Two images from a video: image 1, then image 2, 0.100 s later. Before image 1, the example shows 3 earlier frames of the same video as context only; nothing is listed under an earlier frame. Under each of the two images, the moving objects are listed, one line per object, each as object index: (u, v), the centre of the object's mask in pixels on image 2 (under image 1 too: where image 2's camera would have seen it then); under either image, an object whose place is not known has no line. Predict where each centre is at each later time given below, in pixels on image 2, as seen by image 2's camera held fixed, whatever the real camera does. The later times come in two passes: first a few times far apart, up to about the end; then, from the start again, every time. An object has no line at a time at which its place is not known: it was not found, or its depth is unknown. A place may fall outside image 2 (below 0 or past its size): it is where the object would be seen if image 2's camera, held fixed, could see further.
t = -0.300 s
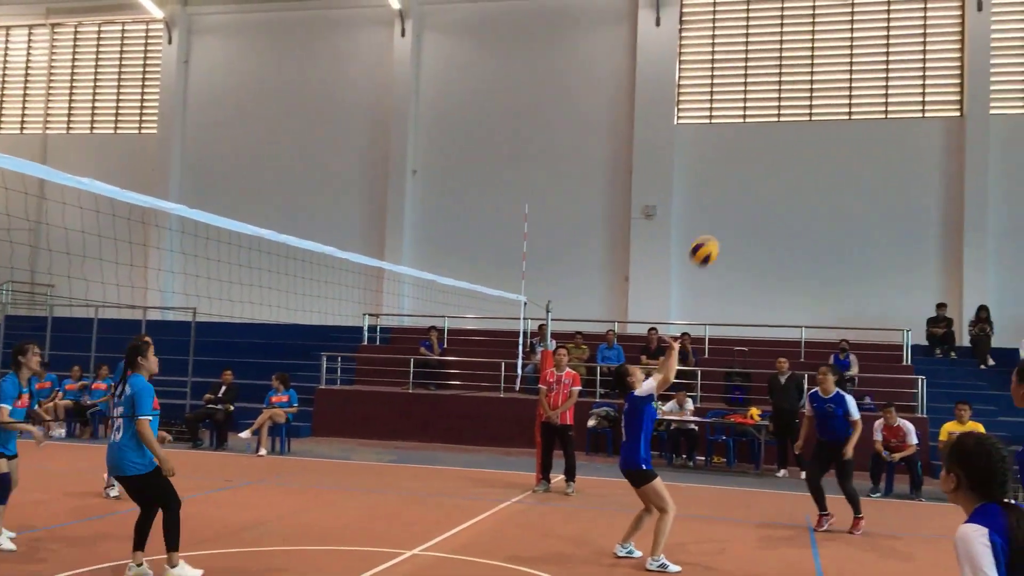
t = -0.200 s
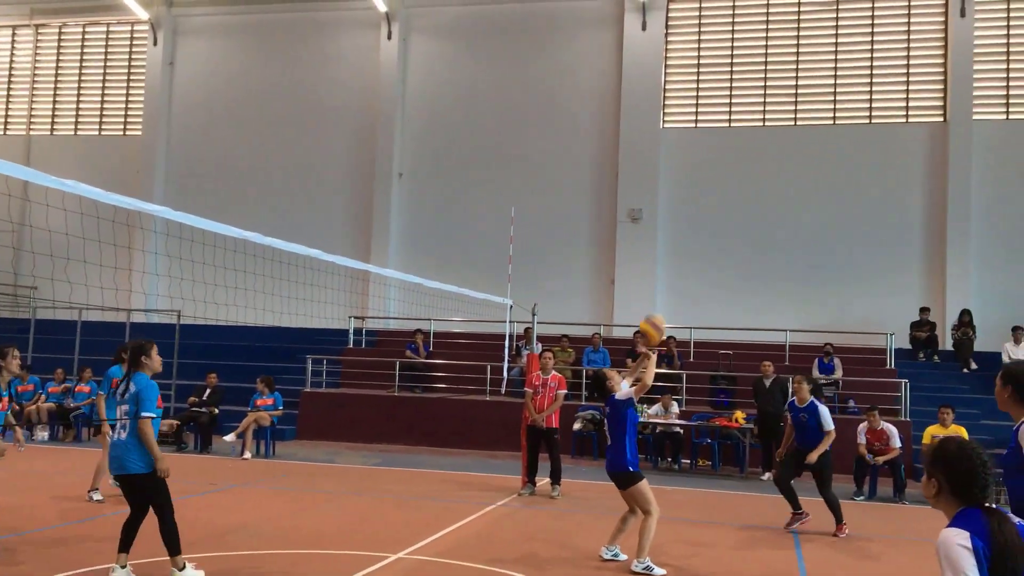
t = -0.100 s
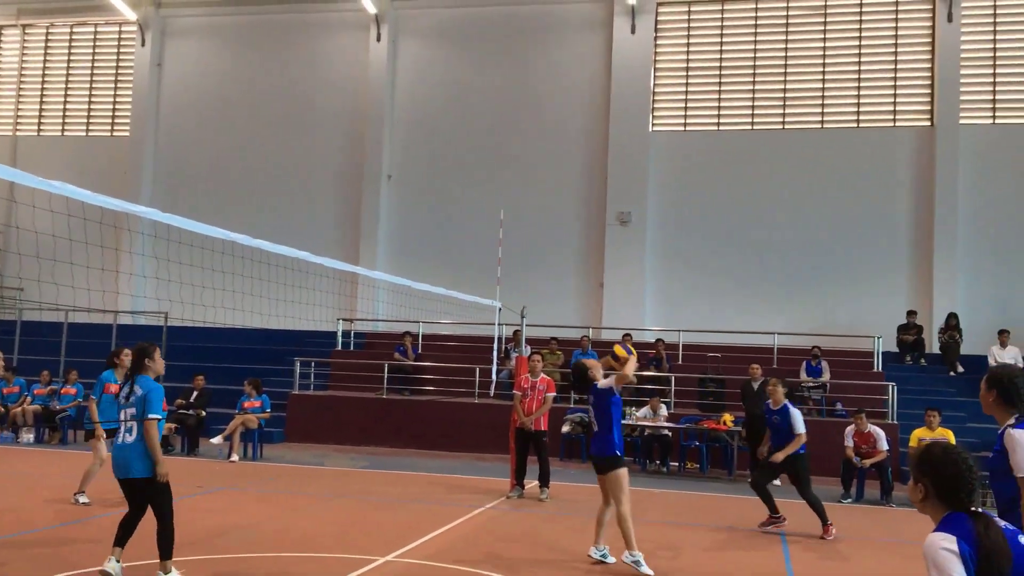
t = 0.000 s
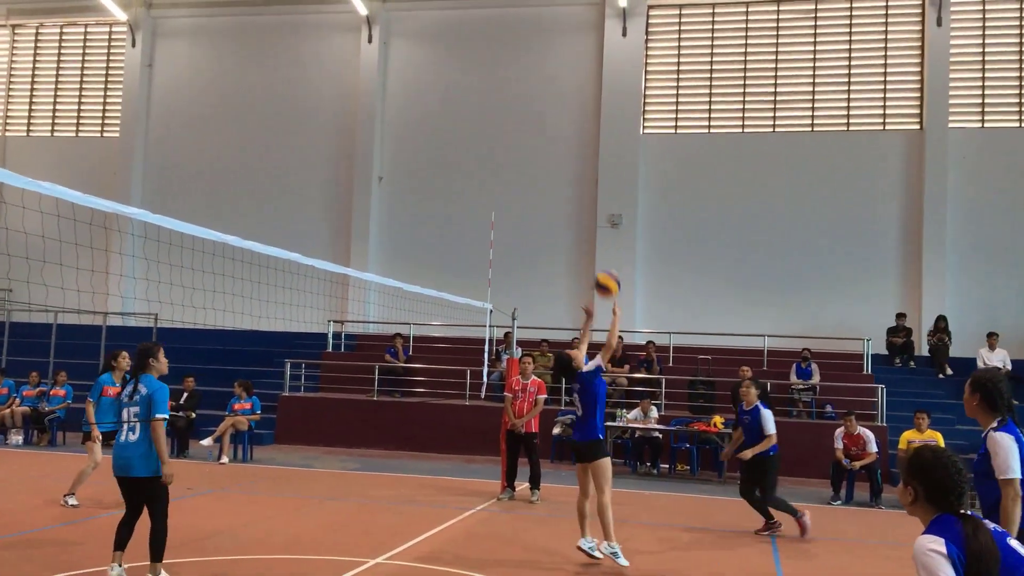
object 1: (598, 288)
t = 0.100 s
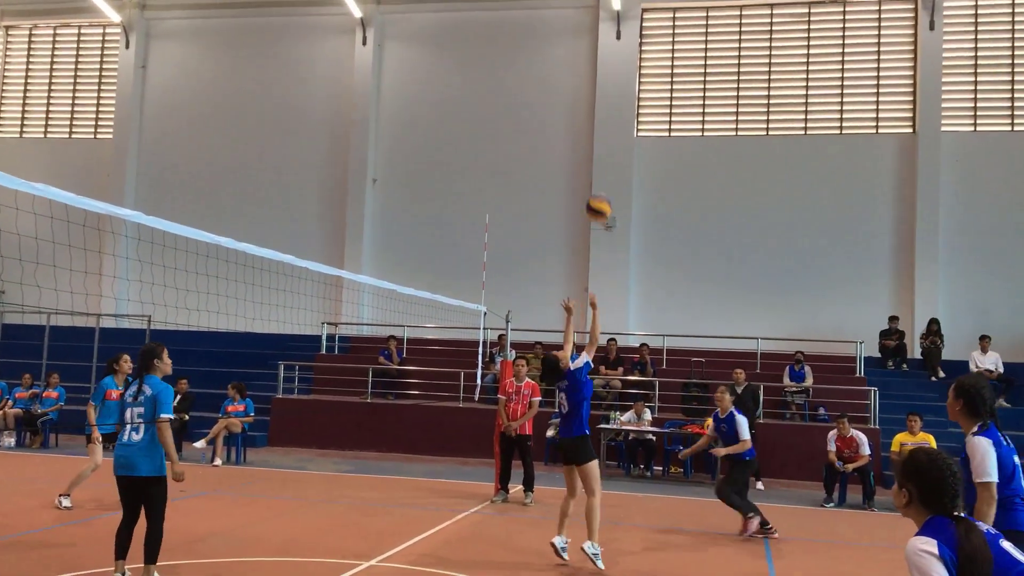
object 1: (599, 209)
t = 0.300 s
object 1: (591, 92)
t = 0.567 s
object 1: (576, 19)
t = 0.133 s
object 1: (597, 185)
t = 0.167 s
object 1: (596, 164)
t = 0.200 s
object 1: (595, 144)
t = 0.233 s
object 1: (594, 125)
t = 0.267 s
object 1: (592, 108)
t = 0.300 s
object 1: (591, 92)
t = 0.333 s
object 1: (589, 79)
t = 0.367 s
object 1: (587, 66)
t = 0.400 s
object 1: (586, 55)
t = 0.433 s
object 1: (584, 45)
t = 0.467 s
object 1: (582, 37)
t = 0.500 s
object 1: (580, 29)
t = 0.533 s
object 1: (578, 24)
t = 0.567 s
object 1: (576, 19)
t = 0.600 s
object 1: (574, 16)
